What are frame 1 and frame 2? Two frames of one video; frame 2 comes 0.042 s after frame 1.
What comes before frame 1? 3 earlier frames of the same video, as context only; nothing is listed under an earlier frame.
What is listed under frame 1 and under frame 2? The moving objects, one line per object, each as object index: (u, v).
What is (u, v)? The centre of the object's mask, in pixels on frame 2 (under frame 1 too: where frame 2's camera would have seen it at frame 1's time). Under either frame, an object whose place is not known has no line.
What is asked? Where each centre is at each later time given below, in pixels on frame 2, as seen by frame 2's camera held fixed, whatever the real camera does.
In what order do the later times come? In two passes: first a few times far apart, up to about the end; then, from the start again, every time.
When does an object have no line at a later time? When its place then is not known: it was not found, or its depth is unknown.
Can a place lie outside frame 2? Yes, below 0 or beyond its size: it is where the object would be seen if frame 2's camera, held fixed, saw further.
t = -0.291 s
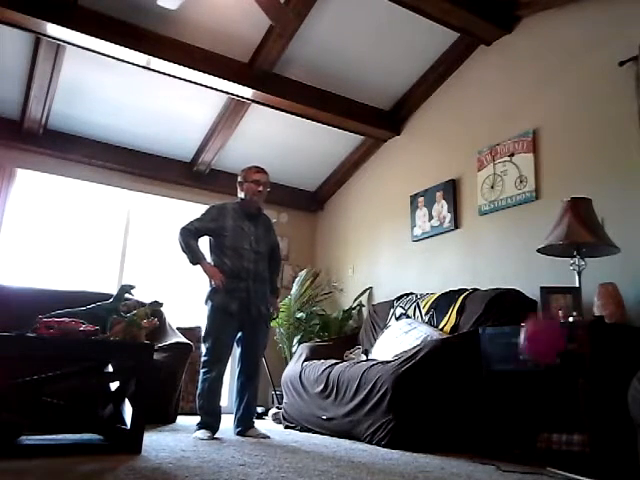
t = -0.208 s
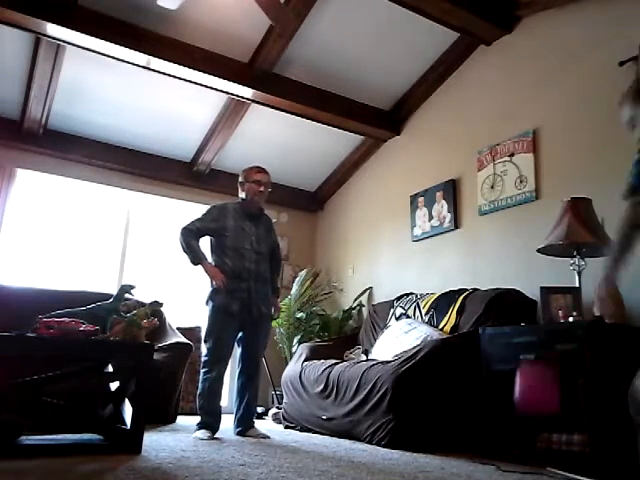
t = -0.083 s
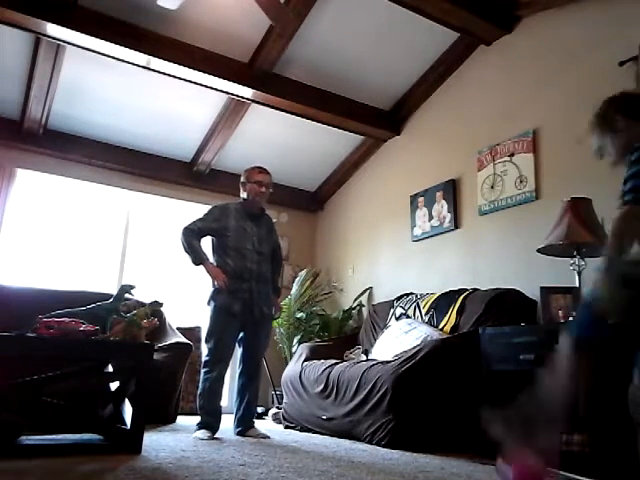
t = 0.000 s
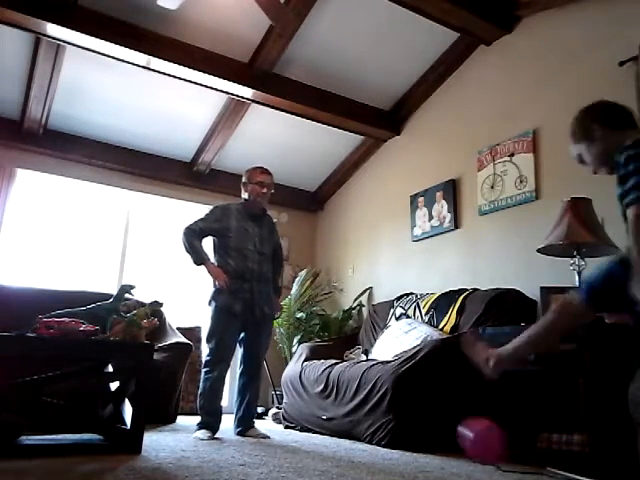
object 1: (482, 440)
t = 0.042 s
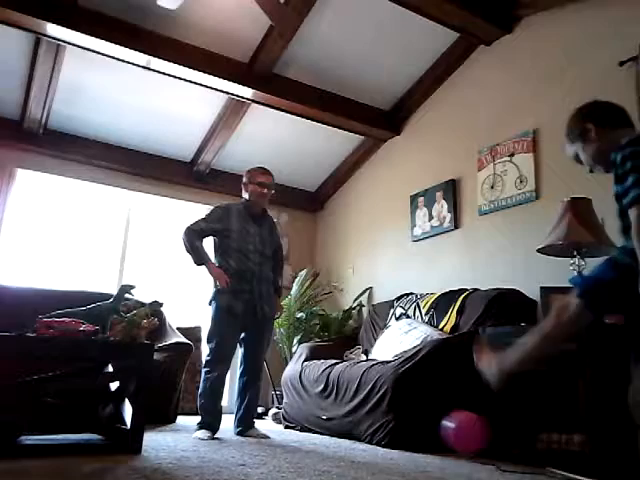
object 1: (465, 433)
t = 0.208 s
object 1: (409, 448)
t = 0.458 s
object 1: (349, 430)
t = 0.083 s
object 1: (449, 430)
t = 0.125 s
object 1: (435, 432)
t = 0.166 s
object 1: (422, 438)
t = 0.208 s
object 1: (409, 448)
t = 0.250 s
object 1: (396, 450)
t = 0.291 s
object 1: (384, 437)
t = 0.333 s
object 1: (376, 430)
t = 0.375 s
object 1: (366, 426)
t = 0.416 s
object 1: (357, 427)
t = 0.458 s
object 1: (349, 430)
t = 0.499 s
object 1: (339, 440)
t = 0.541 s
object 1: (333, 437)
